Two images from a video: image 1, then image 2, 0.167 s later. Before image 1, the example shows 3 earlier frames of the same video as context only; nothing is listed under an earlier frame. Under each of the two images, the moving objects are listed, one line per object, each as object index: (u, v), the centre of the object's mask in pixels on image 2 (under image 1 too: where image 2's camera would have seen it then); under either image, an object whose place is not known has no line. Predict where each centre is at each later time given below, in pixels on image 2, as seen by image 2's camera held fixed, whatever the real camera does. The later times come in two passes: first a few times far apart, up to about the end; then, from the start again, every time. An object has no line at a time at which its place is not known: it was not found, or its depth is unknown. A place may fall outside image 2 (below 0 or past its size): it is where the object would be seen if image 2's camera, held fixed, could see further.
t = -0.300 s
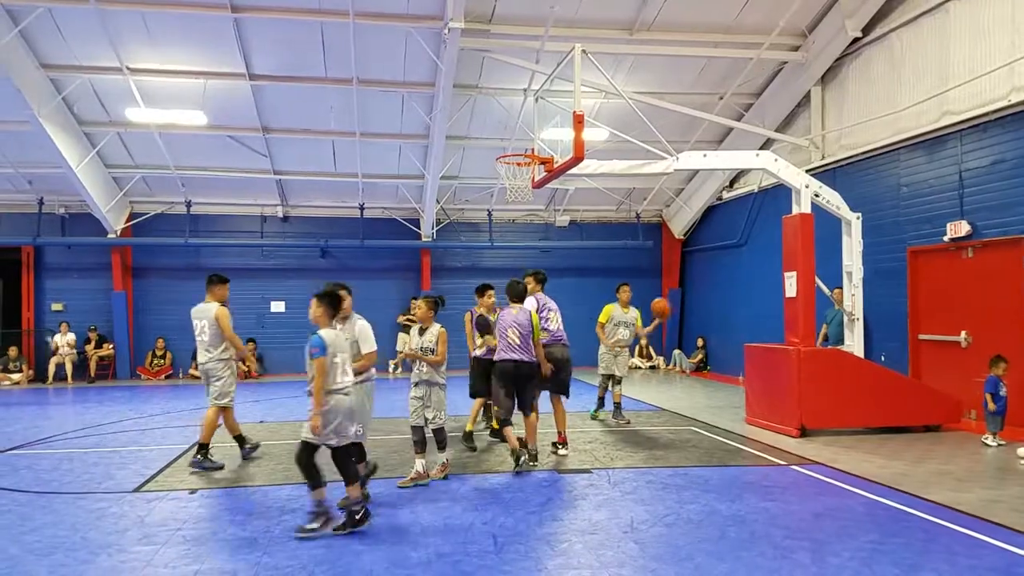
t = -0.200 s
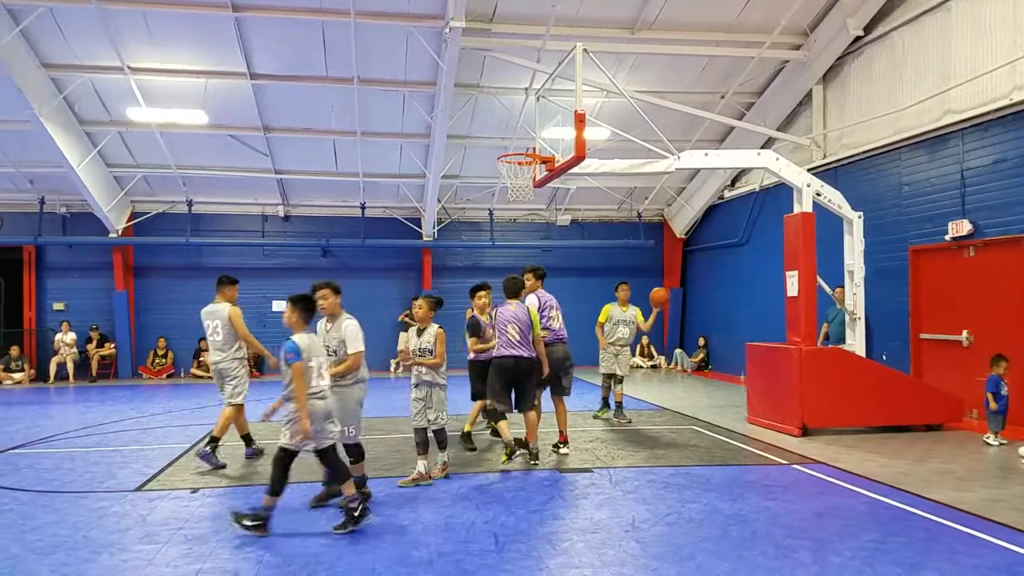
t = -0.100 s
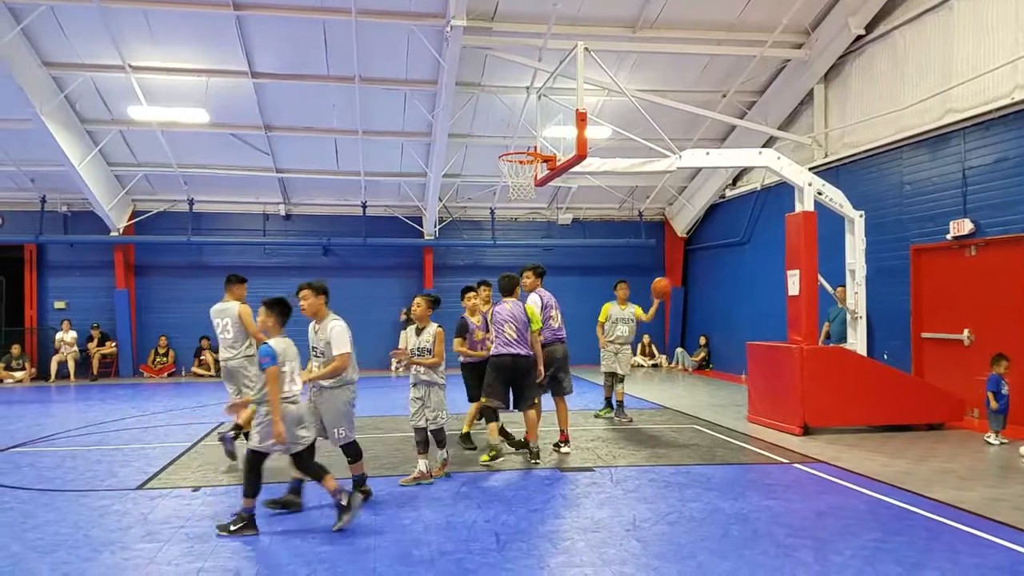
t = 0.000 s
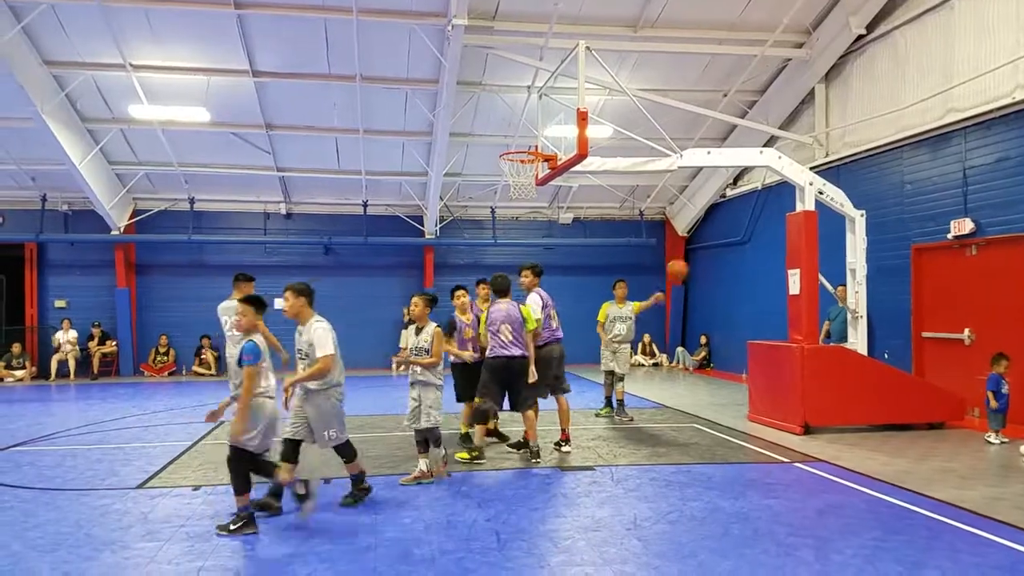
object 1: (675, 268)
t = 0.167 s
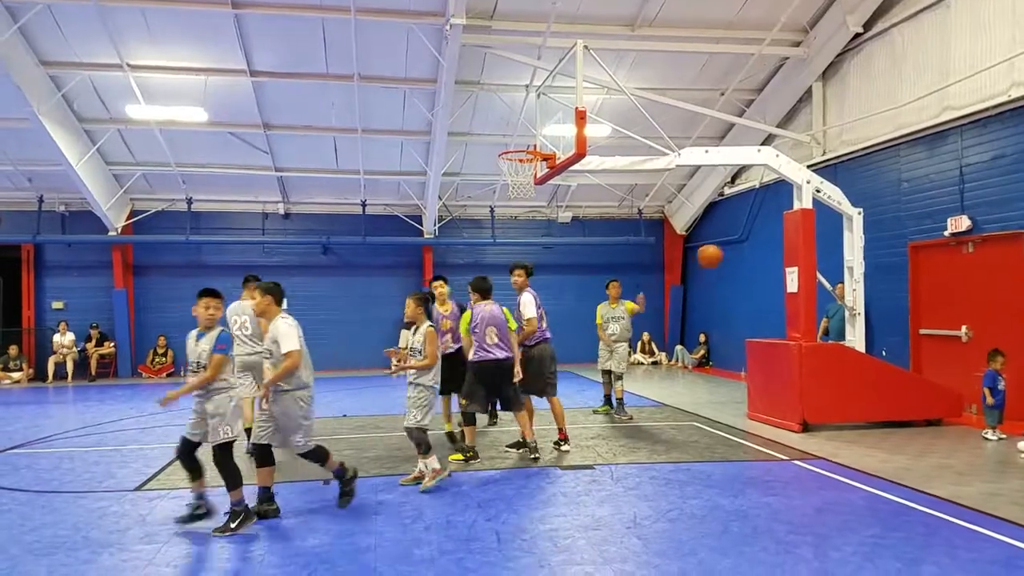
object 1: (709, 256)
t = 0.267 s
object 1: (732, 260)
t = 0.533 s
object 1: (813, 335)
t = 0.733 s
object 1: (903, 488)
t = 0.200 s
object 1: (717, 256)
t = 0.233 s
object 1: (724, 257)
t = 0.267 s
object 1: (732, 260)
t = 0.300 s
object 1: (741, 263)
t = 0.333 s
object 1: (750, 268)
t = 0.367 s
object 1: (760, 275)
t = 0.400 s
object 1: (769, 283)
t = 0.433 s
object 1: (780, 294)
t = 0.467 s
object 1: (791, 306)
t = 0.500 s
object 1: (801, 319)
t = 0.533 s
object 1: (813, 335)
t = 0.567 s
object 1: (827, 353)
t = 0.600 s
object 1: (839, 373)
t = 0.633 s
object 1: (854, 394)
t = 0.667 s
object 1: (870, 424)
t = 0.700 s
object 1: (885, 453)
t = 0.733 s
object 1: (903, 488)
